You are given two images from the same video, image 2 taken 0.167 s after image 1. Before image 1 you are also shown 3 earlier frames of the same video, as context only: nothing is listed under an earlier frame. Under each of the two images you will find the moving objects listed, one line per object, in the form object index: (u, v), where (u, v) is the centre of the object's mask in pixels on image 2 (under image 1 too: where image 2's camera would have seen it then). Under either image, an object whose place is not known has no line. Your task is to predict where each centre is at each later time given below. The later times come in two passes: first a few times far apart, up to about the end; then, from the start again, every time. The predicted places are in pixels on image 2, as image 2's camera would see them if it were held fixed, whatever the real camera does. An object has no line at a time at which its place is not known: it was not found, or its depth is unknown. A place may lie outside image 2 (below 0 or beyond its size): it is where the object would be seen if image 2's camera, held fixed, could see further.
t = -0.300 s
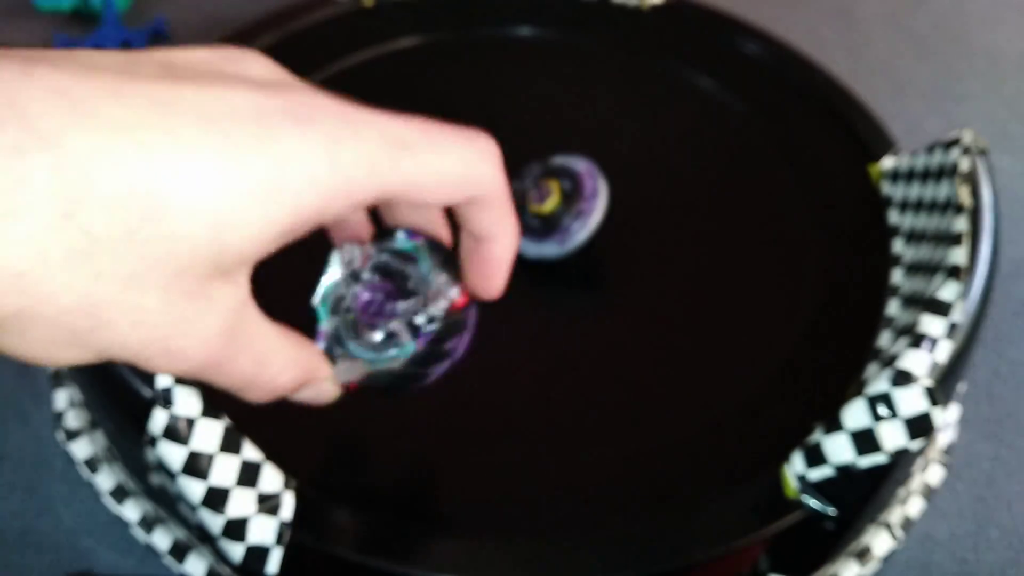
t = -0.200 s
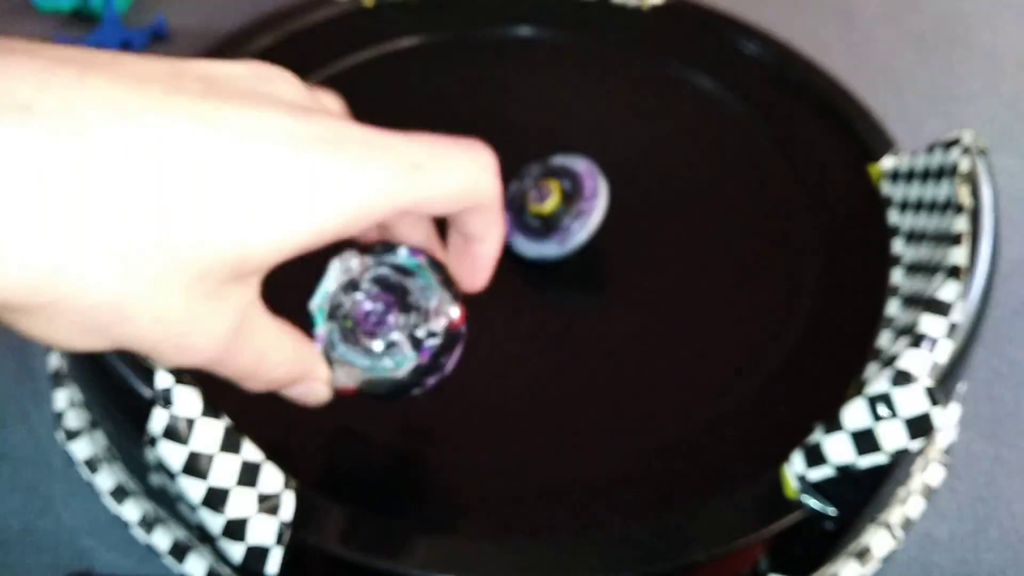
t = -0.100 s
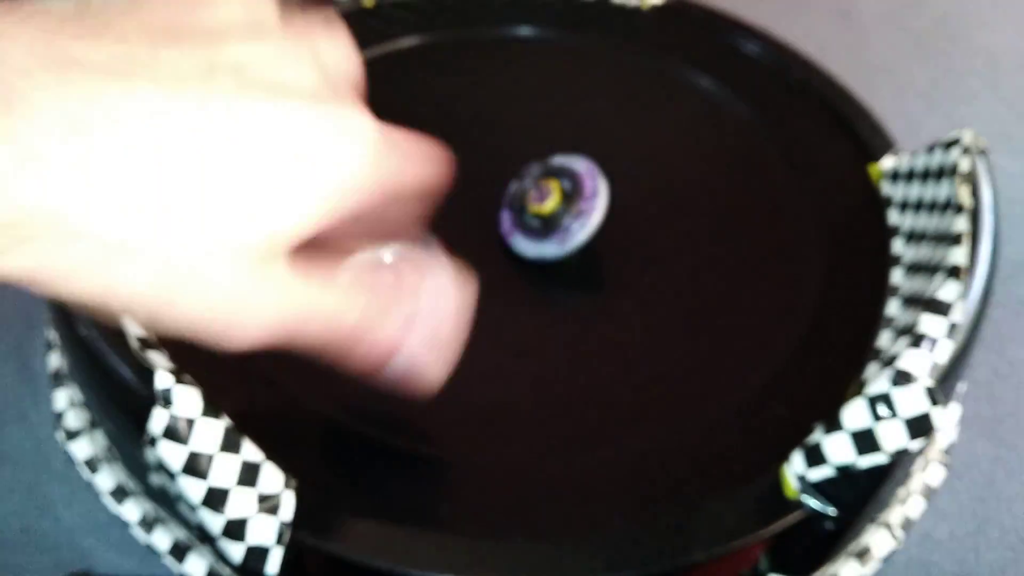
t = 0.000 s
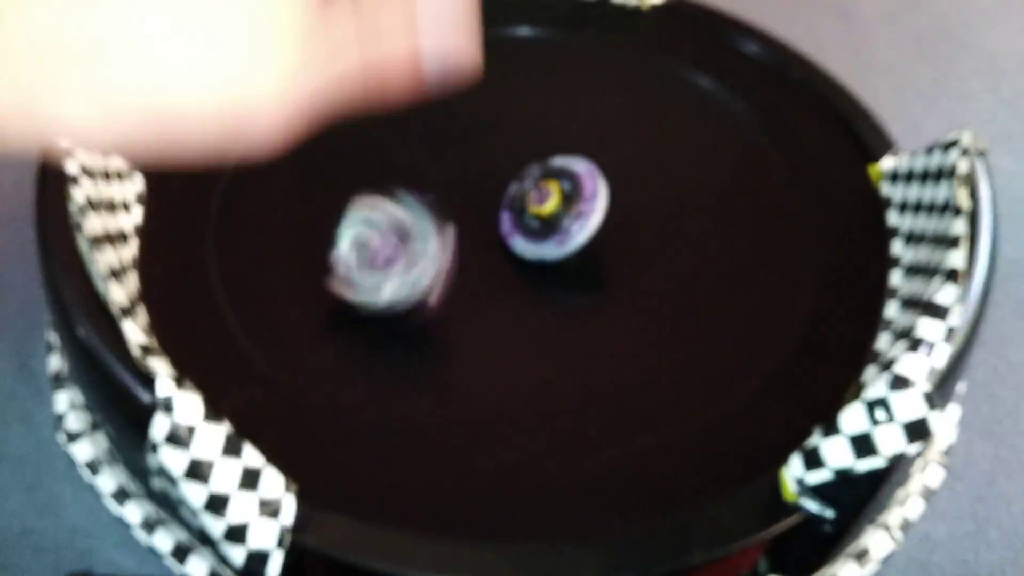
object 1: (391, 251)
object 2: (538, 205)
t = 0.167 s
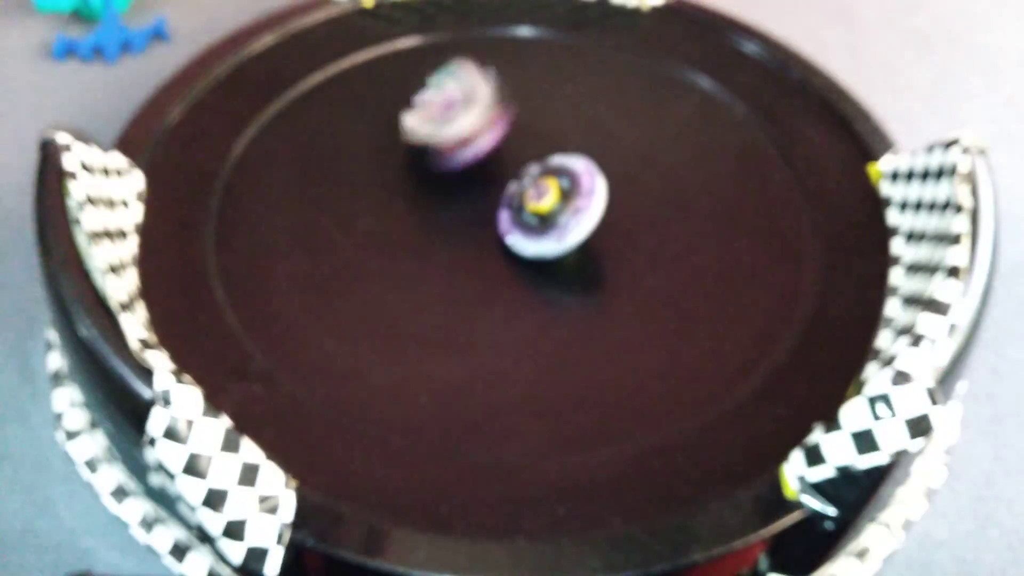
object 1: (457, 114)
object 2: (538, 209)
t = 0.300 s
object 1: (523, 53)
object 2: (536, 205)
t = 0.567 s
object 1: (560, 92)
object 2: (537, 204)
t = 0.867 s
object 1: (526, 141)
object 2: (569, 230)
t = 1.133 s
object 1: (520, 155)
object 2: (564, 224)
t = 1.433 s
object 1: (523, 157)
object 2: (536, 222)
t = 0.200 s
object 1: (475, 92)
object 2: (537, 208)
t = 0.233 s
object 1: (492, 74)
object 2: (537, 207)
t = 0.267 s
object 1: (510, 63)
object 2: (537, 207)
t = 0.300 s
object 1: (523, 53)
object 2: (536, 205)
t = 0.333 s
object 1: (533, 51)
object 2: (536, 207)
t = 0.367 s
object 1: (542, 52)
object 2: (536, 207)
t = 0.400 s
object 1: (548, 54)
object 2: (537, 206)
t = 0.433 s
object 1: (550, 59)
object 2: (536, 206)
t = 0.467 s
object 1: (552, 64)
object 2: (536, 205)
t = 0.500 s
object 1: (554, 71)
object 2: (537, 205)
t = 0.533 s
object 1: (555, 80)
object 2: (536, 203)
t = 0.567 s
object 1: (560, 92)
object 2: (537, 204)
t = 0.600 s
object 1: (562, 104)
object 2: (536, 201)
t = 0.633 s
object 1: (562, 118)
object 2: (535, 199)
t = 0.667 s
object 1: (559, 126)
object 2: (537, 205)
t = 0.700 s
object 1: (557, 130)
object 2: (537, 208)
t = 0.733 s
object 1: (551, 134)
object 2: (539, 207)
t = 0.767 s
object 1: (541, 137)
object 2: (545, 210)
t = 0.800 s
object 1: (533, 138)
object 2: (551, 213)
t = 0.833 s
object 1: (527, 139)
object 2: (565, 226)
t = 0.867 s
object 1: (526, 141)
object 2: (569, 230)
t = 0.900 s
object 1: (523, 145)
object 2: (569, 232)
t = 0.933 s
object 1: (521, 146)
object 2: (569, 232)
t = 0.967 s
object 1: (519, 147)
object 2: (569, 231)
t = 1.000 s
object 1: (517, 151)
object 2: (569, 230)
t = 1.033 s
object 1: (518, 152)
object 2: (569, 230)
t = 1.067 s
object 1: (517, 154)
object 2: (568, 228)
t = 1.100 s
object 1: (517, 155)
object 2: (566, 225)
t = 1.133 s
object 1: (520, 155)
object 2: (564, 224)
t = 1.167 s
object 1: (522, 155)
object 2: (563, 224)
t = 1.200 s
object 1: (523, 155)
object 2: (562, 223)
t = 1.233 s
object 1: (523, 155)
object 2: (560, 222)
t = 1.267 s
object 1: (523, 156)
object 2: (557, 221)
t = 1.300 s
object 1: (524, 156)
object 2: (554, 220)
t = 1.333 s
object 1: (524, 157)
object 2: (550, 220)
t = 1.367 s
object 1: (524, 156)
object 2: (546, 220)
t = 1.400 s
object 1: (523, 157)
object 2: (541, 220)
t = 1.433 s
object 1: (523, 157)
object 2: (536, 222)
